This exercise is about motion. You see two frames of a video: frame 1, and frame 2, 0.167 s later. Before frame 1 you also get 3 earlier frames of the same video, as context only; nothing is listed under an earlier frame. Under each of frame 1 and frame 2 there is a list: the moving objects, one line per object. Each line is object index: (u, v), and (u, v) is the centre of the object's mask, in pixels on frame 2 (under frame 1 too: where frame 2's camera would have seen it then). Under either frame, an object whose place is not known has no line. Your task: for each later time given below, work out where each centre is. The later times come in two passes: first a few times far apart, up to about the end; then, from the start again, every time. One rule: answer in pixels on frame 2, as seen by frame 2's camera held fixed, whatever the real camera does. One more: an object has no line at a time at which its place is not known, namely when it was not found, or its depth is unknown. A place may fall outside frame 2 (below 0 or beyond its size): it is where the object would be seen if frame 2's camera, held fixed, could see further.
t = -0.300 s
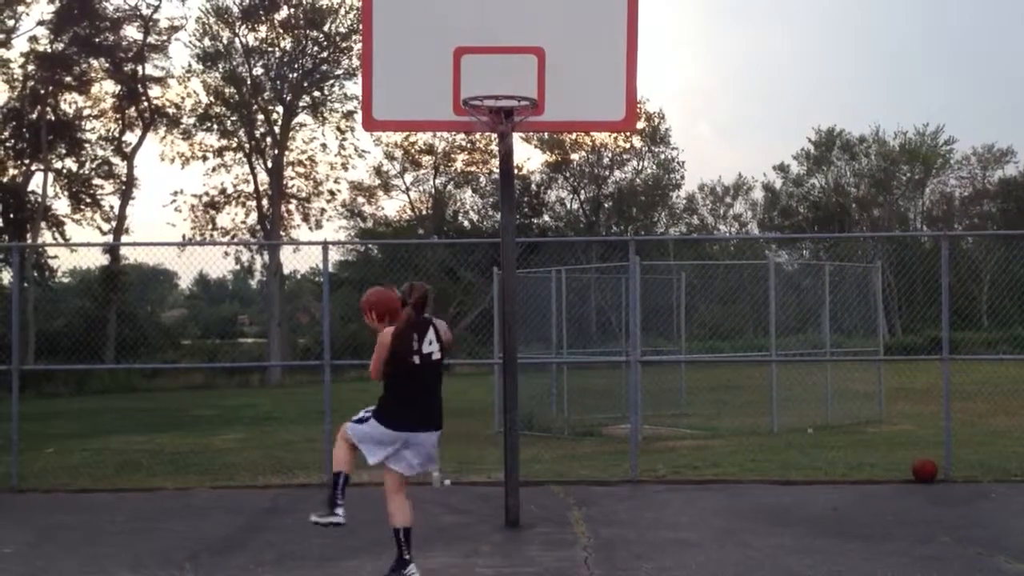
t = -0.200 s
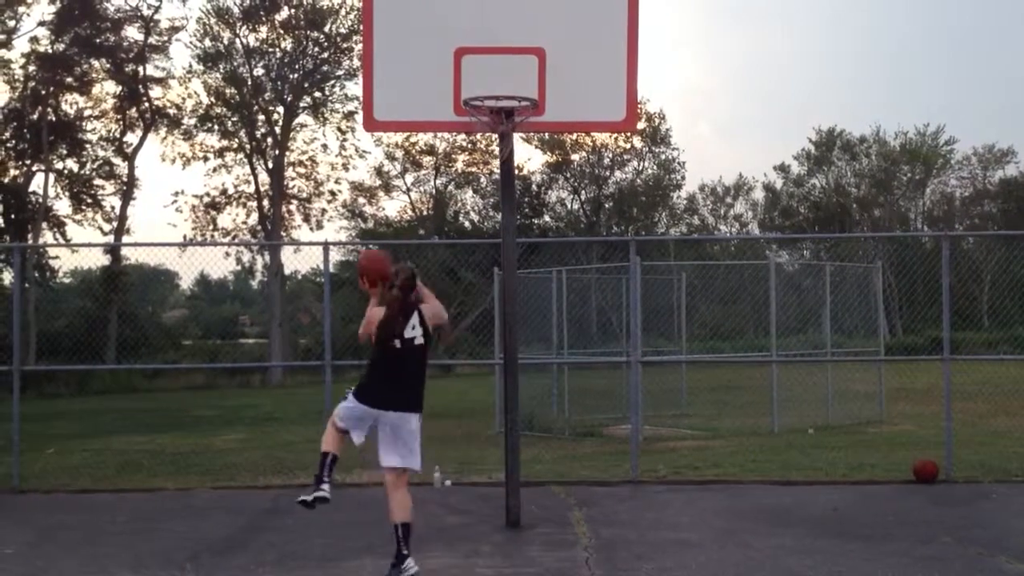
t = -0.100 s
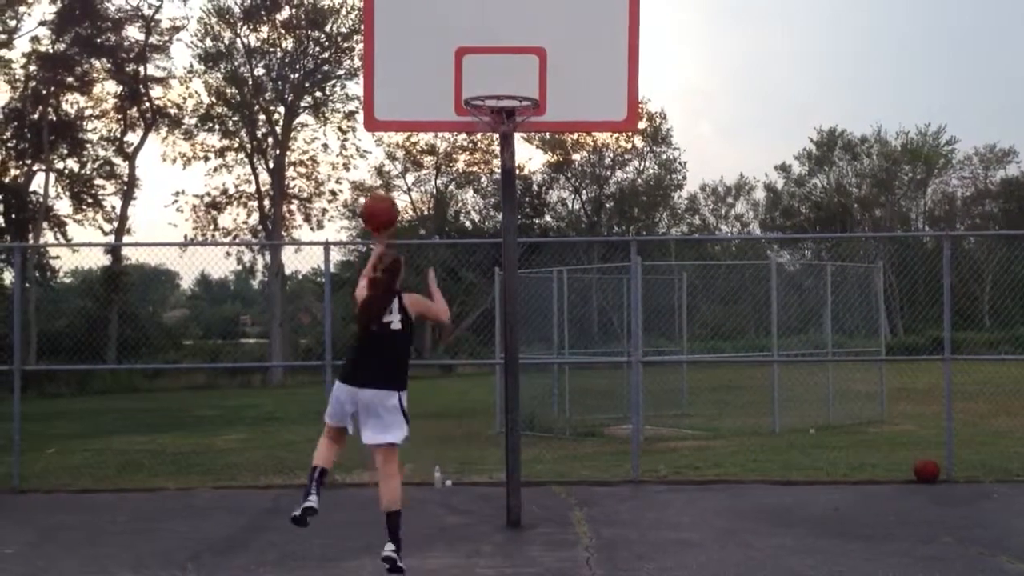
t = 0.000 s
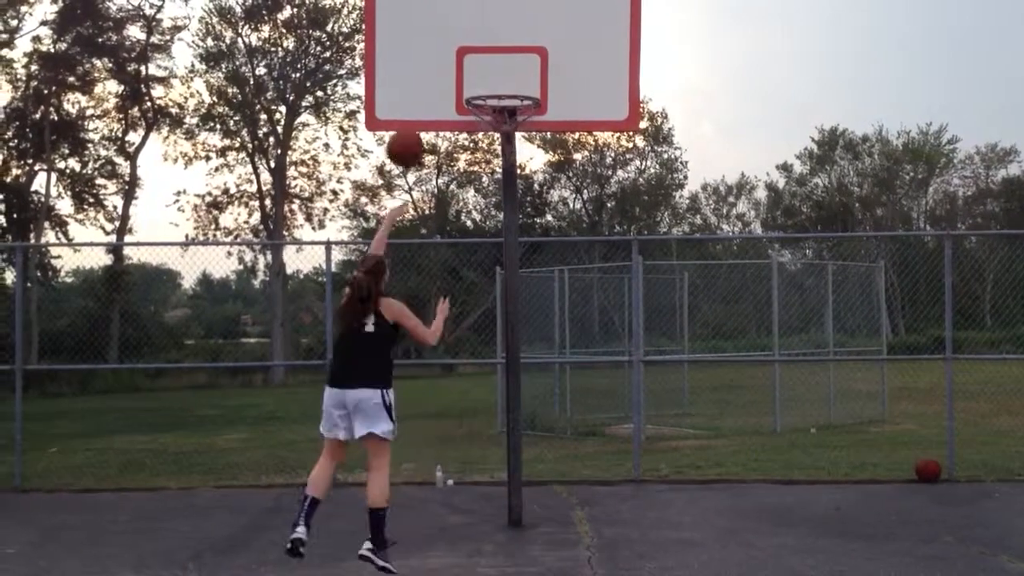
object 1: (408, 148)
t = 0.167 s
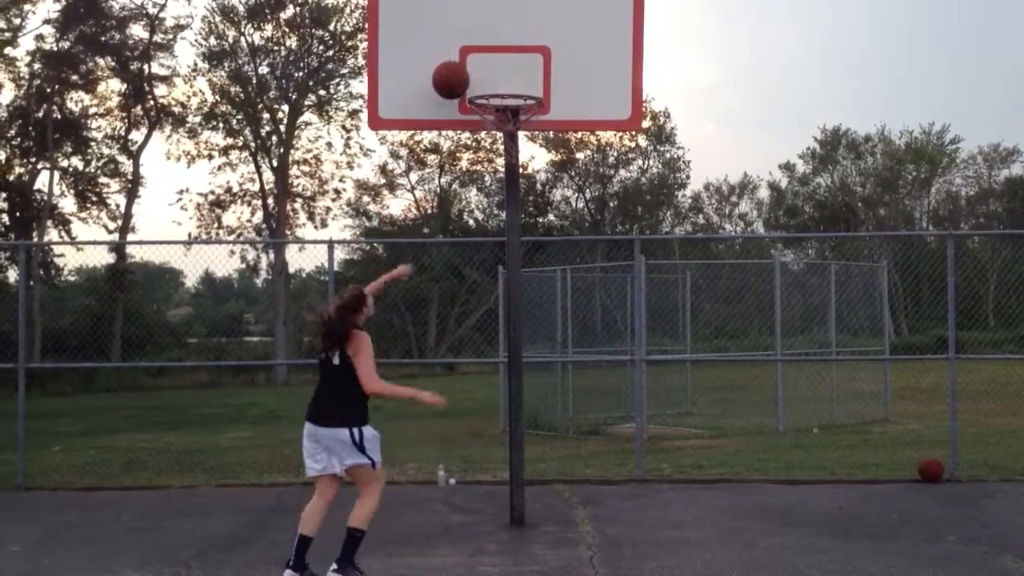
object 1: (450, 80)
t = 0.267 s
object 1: (473, 63)
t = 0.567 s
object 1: (503, 74)
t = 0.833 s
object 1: (520, 109)
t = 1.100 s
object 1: (509, 181)
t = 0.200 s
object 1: (459, 72)
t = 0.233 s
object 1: (467, 67)
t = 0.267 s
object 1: (473, 63)
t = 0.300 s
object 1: (477, 62)
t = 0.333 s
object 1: (482, 66)
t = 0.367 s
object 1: (486, 67)
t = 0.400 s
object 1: (490, 71)
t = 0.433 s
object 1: (494, 76)
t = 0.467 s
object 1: (498, 81)
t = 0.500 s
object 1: (500, 80)
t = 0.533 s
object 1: (502, 76)
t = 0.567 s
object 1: (503, 74)
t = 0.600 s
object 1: (505, 72)
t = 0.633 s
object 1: (507, 73)
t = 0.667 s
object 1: (509, 74)
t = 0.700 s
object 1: (511, 77)
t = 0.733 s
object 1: (513, 80)
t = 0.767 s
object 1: (516, 84)
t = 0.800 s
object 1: (517, 98)
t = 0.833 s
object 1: (520, 109)
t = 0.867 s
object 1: (520, 118)
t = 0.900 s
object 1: (519, 124)
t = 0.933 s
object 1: (517, 134)
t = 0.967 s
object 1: (515, 137)
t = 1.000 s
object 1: (514, 145)
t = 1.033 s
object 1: (512, 157)
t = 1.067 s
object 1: (510, 168)
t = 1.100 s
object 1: (509, 181)
